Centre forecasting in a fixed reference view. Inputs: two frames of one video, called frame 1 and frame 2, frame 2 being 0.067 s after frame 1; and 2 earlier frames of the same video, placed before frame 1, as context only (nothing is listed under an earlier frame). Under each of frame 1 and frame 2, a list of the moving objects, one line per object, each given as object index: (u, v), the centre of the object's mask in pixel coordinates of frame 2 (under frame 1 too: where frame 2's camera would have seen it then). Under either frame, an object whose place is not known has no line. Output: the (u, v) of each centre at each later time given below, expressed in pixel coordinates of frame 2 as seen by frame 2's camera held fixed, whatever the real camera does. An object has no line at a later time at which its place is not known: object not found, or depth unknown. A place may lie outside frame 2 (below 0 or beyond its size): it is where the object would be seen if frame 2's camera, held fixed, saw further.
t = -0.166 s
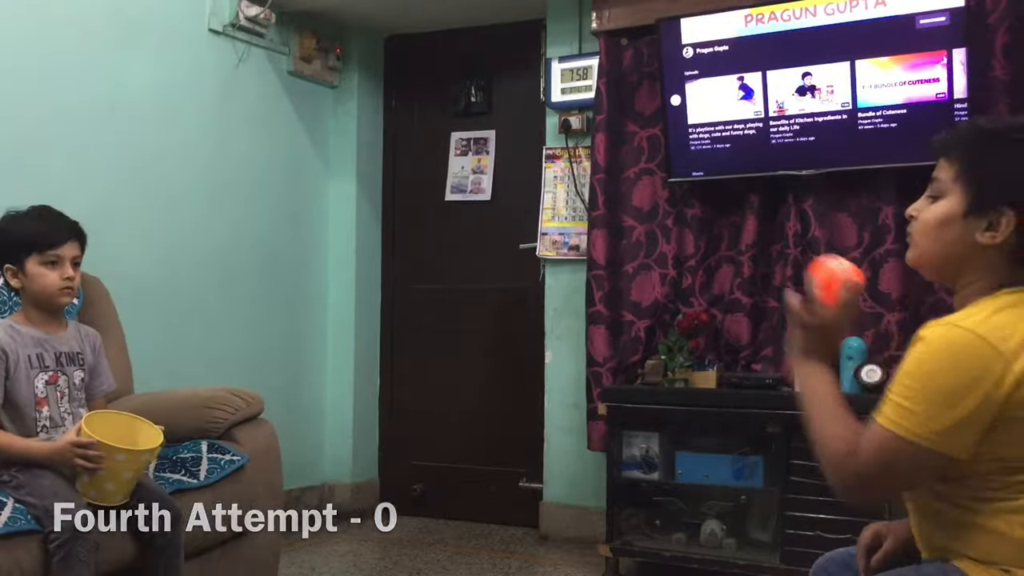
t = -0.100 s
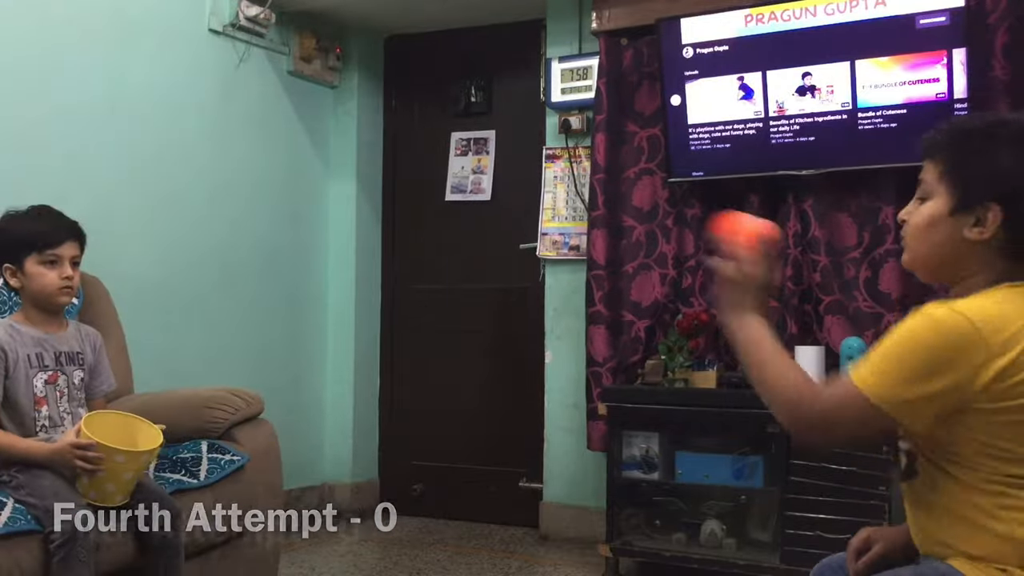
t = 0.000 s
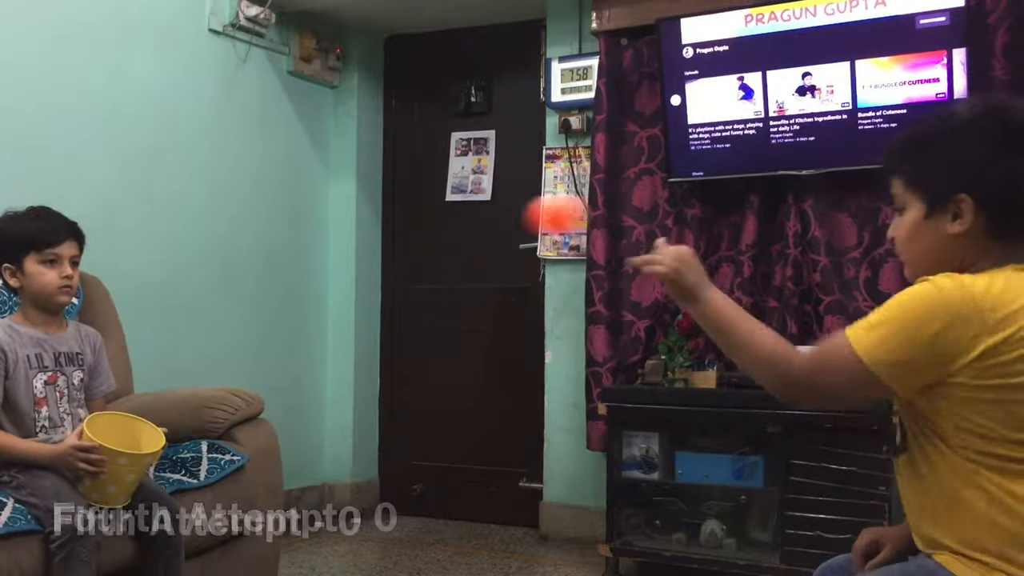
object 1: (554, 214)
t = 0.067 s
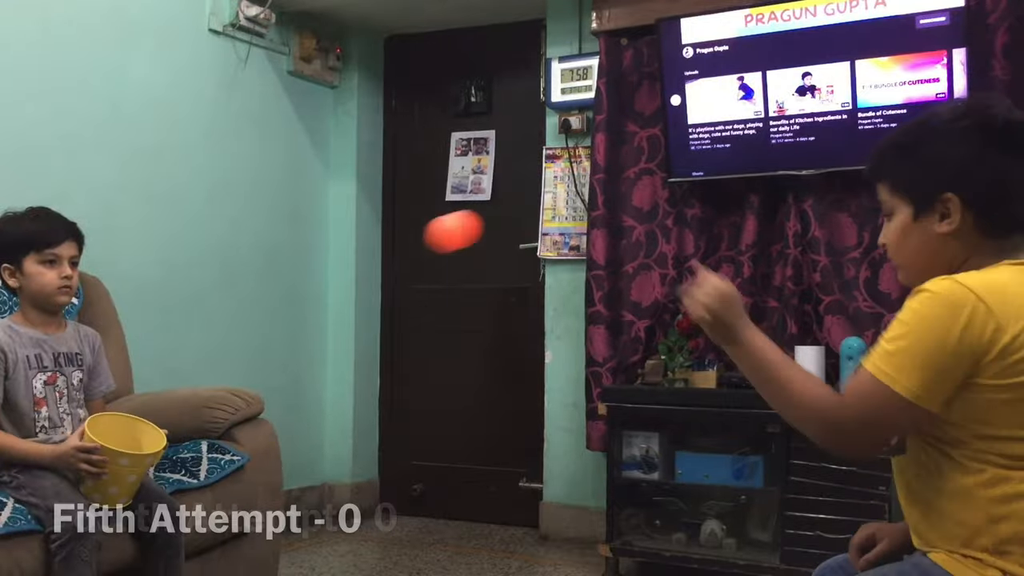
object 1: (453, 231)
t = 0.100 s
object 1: (408, 247)
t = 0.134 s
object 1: (365, 267)
